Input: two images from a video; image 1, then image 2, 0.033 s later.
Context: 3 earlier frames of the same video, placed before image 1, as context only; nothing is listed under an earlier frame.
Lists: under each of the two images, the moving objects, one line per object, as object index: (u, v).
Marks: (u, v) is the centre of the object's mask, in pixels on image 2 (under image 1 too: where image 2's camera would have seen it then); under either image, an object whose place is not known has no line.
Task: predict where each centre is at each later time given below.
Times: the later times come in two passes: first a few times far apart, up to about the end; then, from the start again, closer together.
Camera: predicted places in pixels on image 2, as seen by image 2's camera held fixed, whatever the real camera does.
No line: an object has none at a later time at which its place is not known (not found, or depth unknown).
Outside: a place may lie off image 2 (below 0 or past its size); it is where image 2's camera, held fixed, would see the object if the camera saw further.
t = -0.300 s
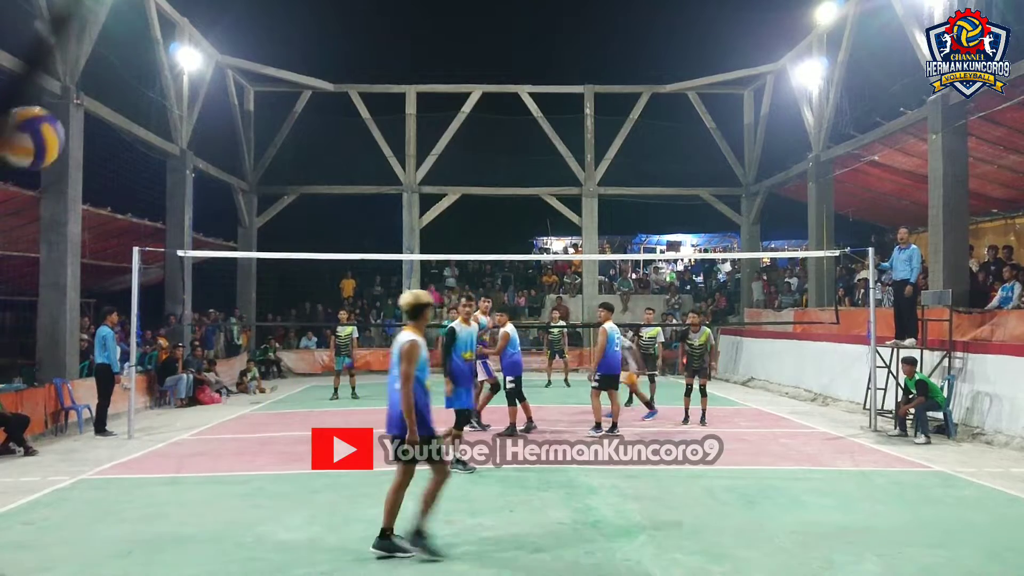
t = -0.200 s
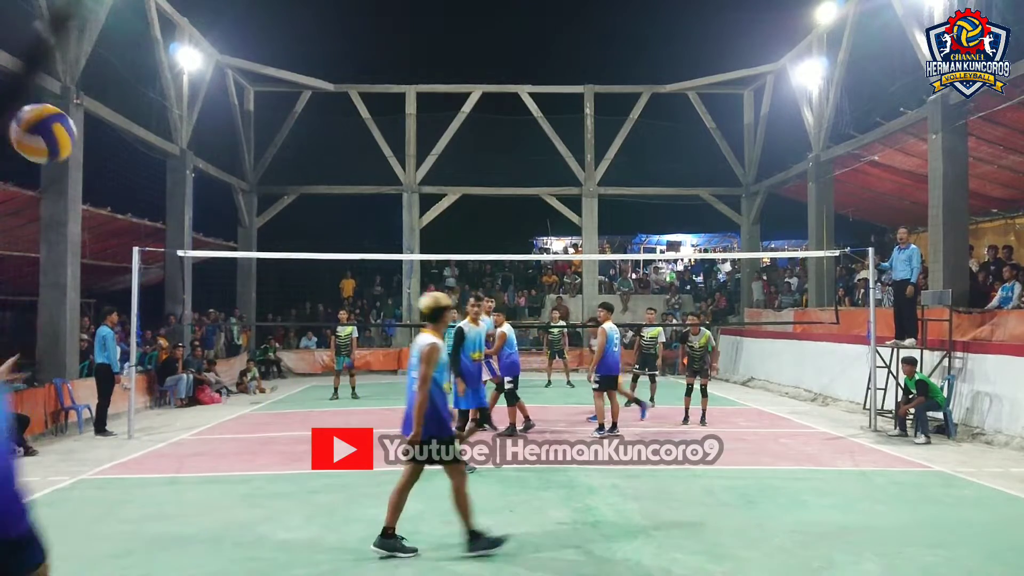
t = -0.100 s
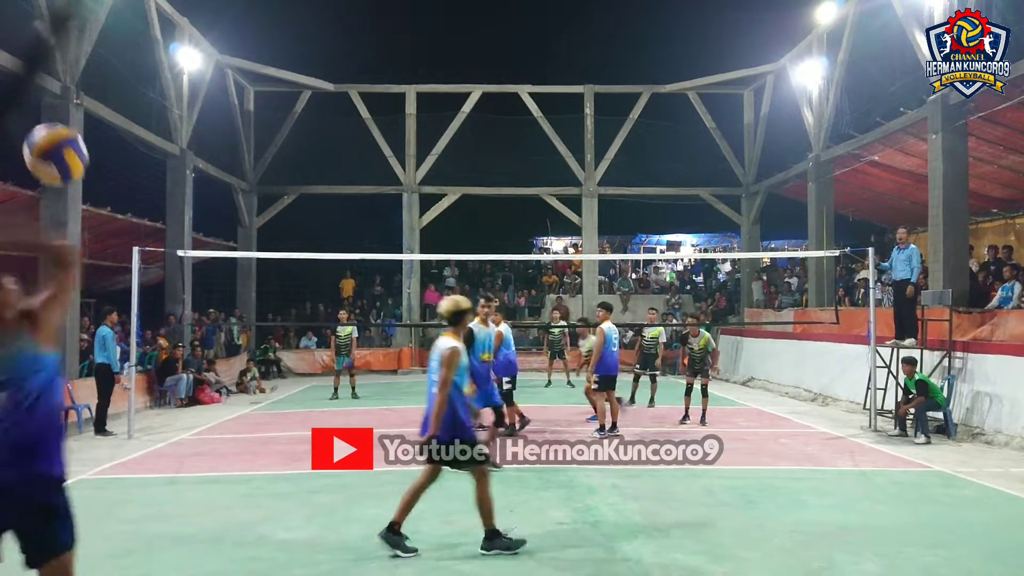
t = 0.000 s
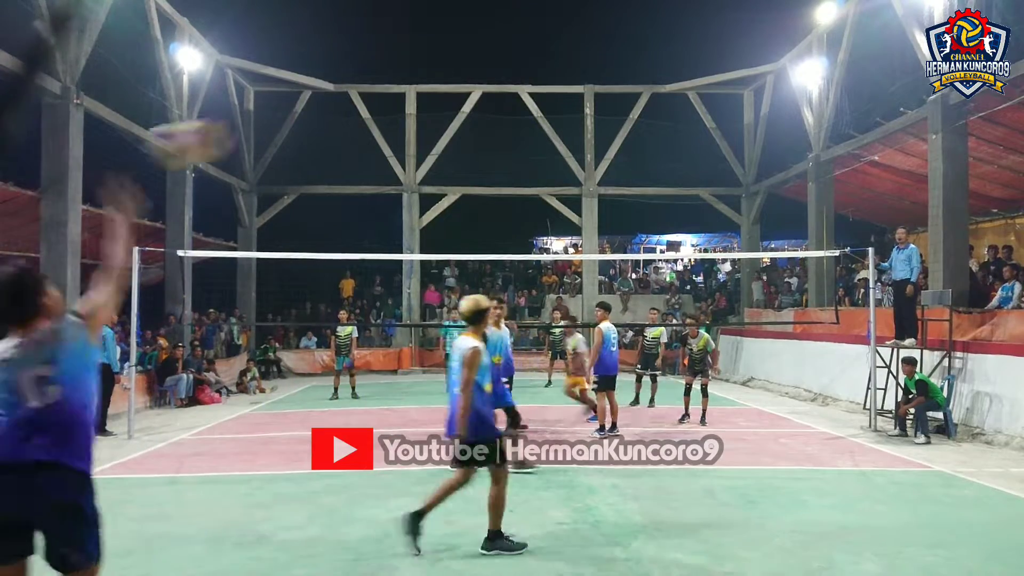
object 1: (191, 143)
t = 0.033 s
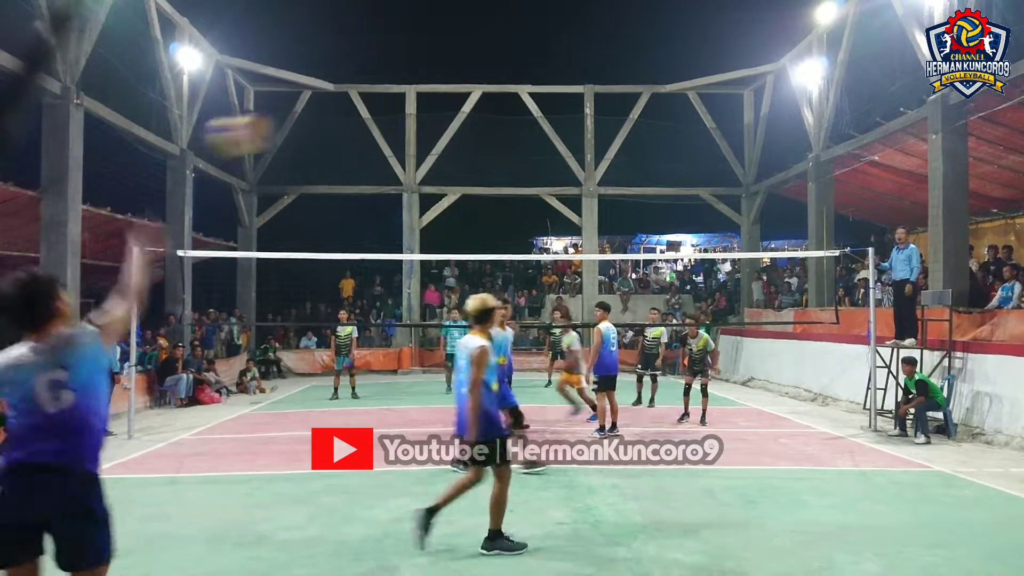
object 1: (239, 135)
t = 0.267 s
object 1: (429, 132)
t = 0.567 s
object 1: (528, 180)
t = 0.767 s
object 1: (561, 229)
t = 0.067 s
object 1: (283, 130)
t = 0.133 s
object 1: (346, 126)
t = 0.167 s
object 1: (374, 126)
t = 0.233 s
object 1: (414, 130)
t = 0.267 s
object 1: (429, 132)
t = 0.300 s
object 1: (446, 137)
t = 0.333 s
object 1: (460, 142)
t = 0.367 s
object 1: (473, 147)
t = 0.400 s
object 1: (484, 151)
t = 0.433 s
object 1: (494, 157)
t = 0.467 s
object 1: (504, 162)
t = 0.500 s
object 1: (512, 168)
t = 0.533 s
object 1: (520, 174)
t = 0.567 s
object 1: (528, 180)
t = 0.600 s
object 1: (534, 187)
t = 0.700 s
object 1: (551, 212)
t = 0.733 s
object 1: (556, 221)
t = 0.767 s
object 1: (561, 229)
